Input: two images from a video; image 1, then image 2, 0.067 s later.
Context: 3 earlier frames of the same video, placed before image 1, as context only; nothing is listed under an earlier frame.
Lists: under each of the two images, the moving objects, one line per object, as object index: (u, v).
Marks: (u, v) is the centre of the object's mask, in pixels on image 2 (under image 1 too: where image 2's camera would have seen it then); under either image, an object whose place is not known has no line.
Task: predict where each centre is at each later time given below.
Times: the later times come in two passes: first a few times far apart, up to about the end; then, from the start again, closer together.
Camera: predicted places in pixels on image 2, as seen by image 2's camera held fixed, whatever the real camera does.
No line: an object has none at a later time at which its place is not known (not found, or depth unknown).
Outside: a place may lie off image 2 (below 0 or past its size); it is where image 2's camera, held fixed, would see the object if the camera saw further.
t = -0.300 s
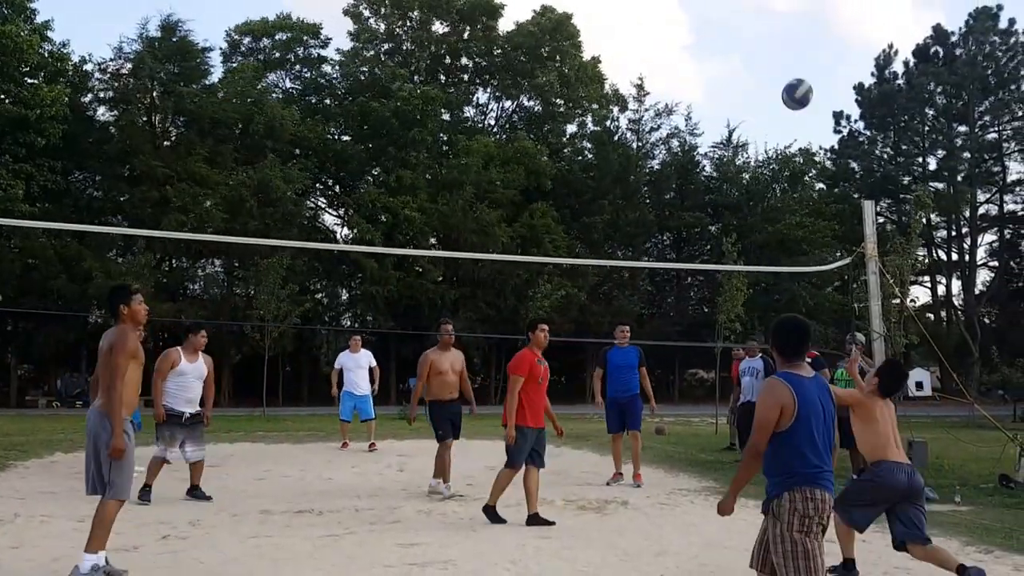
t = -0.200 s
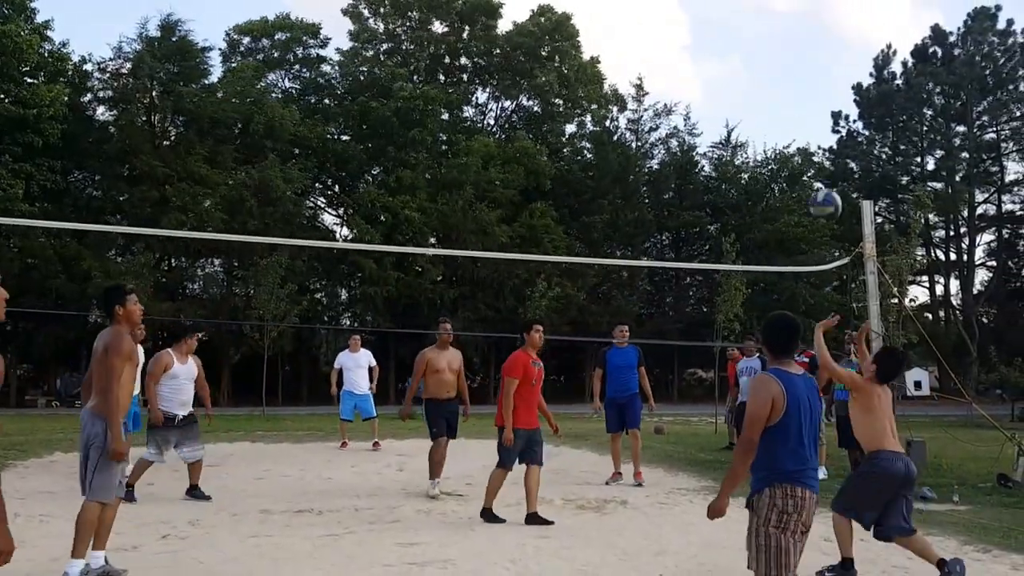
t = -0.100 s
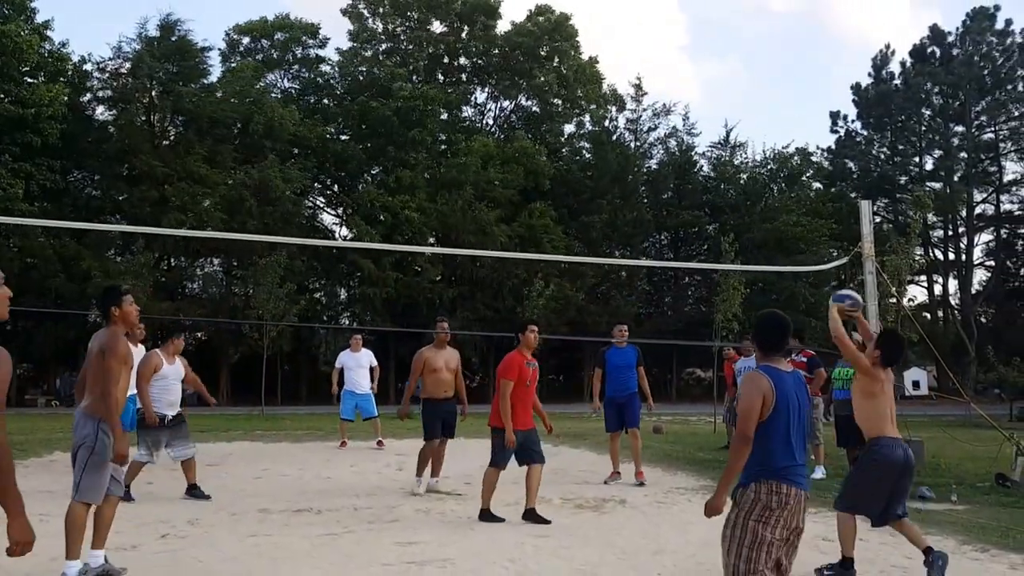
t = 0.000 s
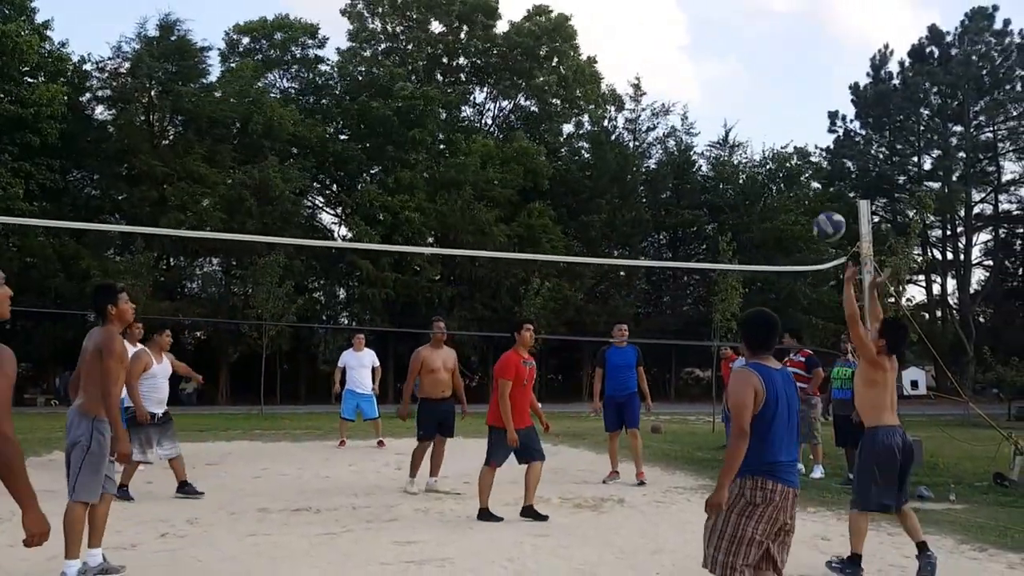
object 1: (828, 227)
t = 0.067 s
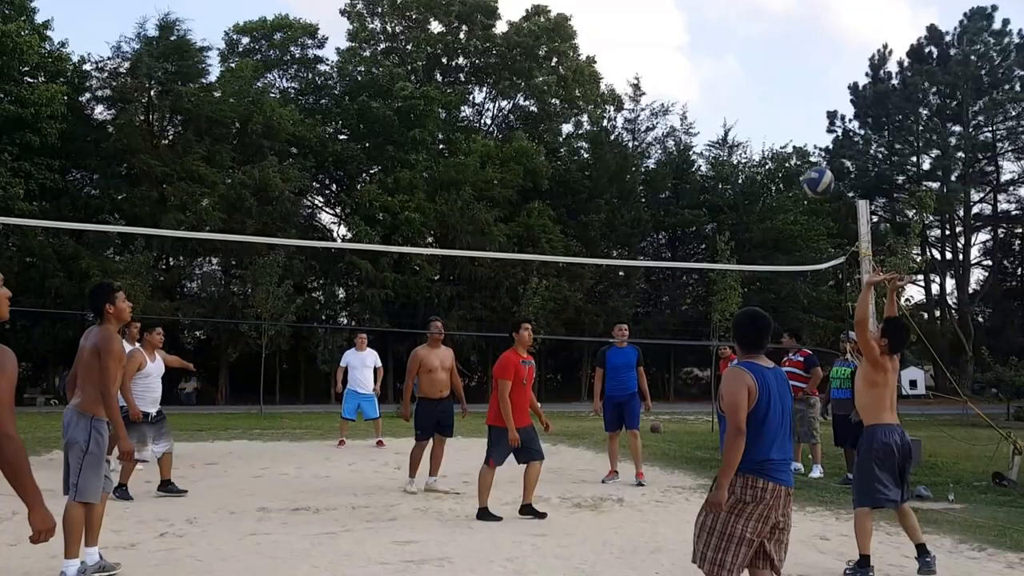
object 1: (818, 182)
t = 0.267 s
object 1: (793, 91)
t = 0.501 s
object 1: (766, 55)
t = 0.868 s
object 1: (727, 136)
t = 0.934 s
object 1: (723, 167)
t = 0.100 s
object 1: (814, 162)
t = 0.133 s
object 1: (809, 144)
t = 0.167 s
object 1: (805, 129)
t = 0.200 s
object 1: (801, 115)
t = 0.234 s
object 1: (797, 102)
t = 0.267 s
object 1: (793, 91)
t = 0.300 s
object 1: (789, 81)
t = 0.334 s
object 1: (785, 74)
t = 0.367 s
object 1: (781, 67)
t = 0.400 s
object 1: (777, 61)
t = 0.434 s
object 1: (773, 58)
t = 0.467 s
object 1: (770, 56)
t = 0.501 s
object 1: (766, 55)
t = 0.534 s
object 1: (763, 56)
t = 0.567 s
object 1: (760, 59)
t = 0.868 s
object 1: (727, 136)
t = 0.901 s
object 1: (725, 151)
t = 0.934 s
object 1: (723, 167)
